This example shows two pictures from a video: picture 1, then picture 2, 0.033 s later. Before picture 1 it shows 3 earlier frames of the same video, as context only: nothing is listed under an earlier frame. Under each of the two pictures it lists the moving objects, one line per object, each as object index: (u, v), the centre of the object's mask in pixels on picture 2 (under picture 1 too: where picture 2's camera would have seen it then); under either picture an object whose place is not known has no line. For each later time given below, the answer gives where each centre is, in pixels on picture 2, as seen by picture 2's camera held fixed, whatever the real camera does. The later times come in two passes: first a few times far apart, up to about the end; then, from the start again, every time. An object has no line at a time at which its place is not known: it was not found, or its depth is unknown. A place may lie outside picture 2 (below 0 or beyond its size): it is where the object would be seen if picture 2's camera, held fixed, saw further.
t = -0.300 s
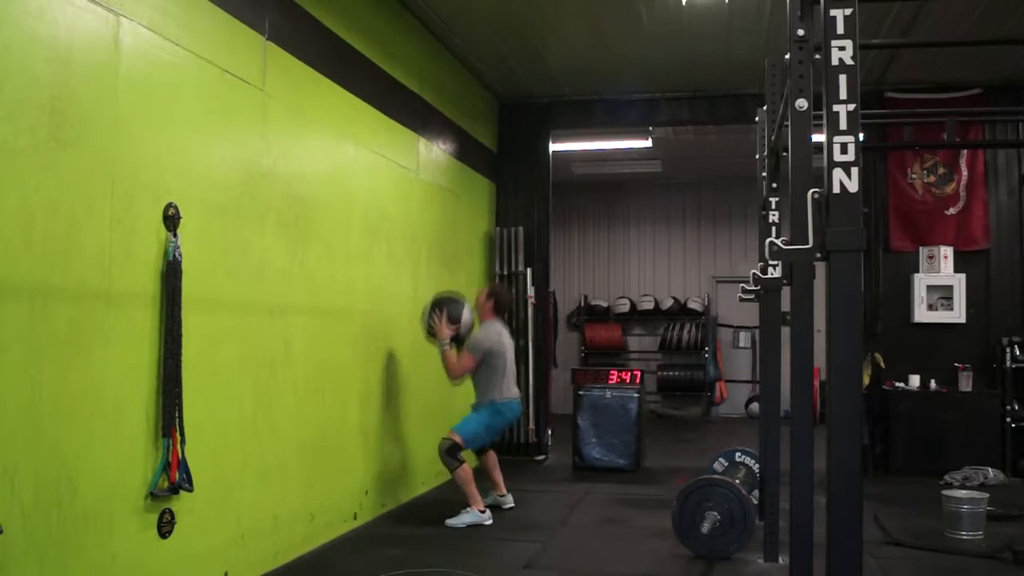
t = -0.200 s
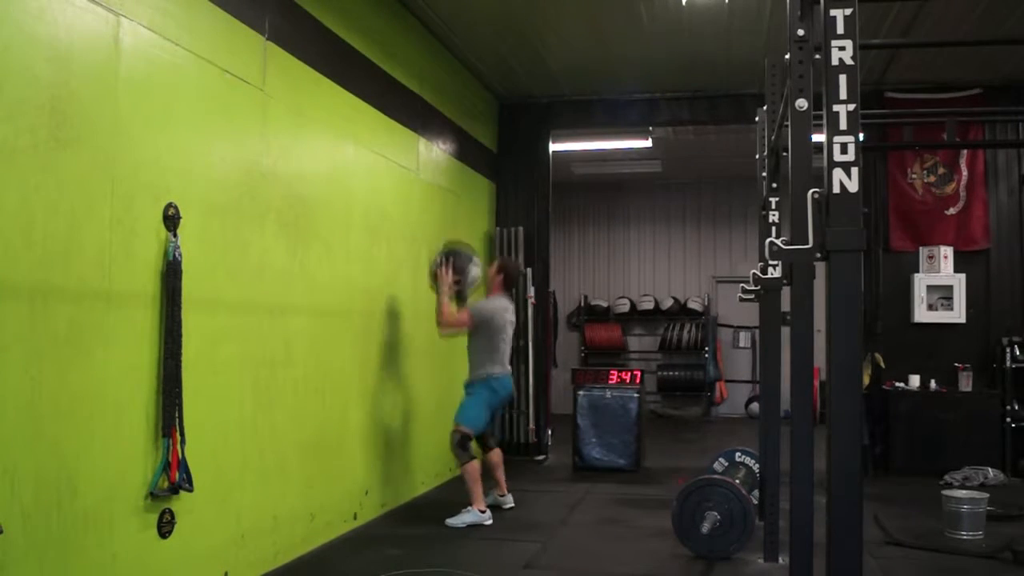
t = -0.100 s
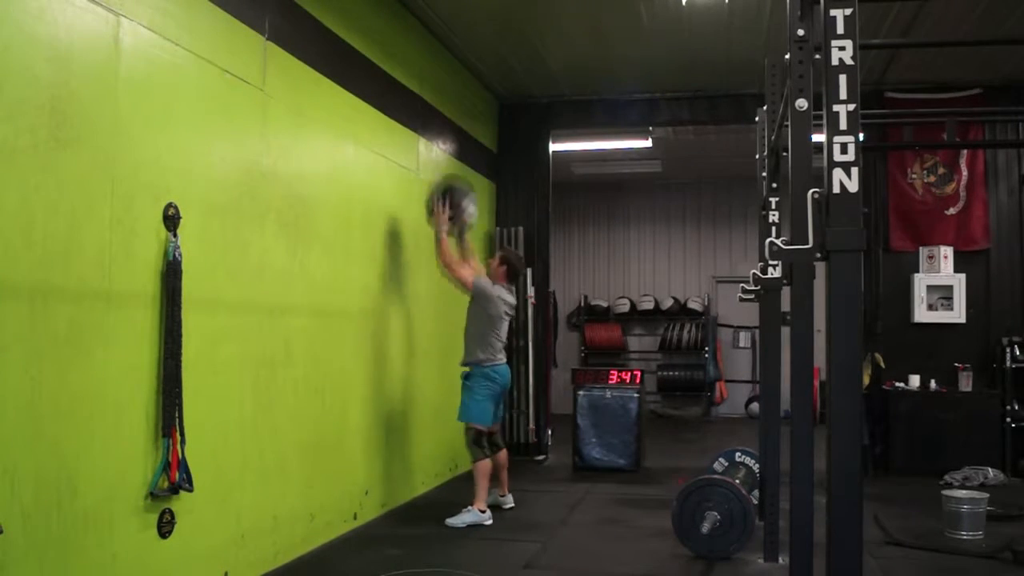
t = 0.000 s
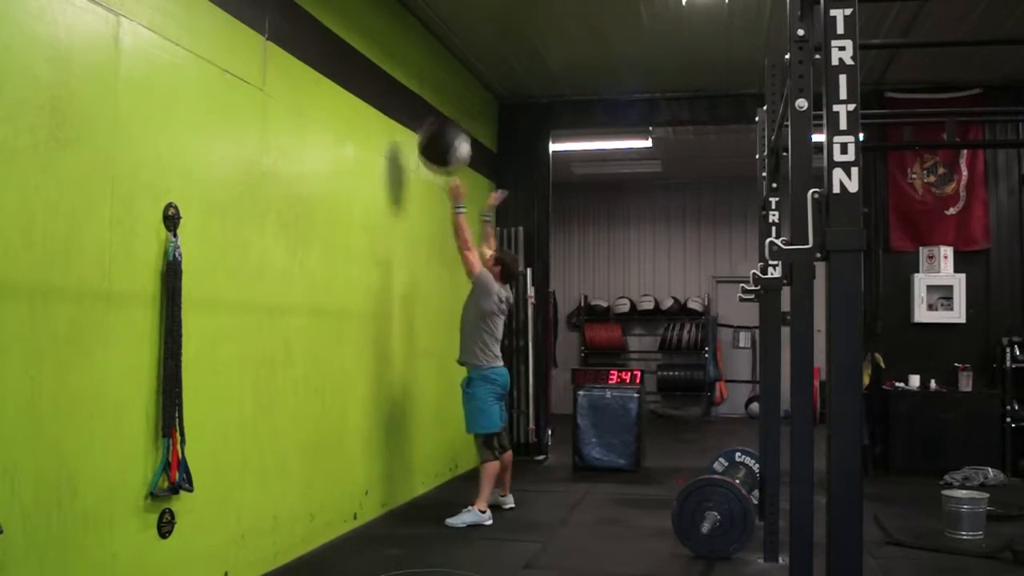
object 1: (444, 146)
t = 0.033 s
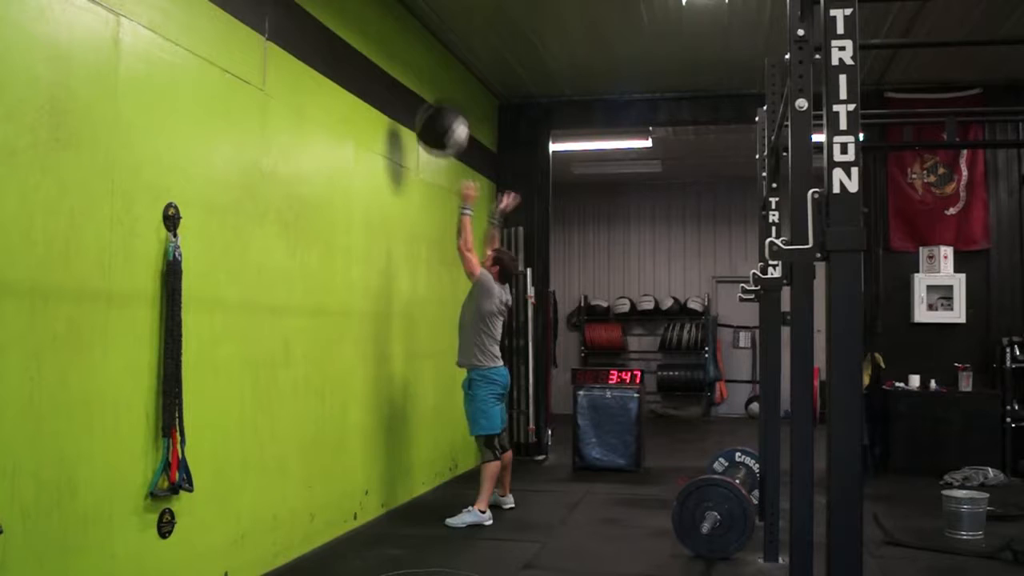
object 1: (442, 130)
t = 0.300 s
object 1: (422, 49)
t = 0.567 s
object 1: (425, 66)
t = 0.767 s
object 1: (432, 143)
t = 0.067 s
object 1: (440, 115)
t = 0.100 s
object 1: (438, 99)
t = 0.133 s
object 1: (435, 85)
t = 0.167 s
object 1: (432, 76)
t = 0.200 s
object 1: (430, 67)
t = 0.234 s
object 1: (427, 60)
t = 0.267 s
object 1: (425, 54)
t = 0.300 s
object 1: (422, 49)
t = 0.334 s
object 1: (419, 46)
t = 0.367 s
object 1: (417, 45)
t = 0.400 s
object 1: (417, 45)
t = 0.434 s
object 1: (418, 47)
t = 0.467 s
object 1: (420, 49)
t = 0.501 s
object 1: (422, 53)
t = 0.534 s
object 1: (423, 59)
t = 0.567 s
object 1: (425, 66)
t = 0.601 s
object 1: (426, 75)
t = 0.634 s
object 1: (429, 85)
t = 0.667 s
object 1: (431, 98)
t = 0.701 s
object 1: (432, 113)
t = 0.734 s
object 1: (433, 129)
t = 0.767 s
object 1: (432, 143)
